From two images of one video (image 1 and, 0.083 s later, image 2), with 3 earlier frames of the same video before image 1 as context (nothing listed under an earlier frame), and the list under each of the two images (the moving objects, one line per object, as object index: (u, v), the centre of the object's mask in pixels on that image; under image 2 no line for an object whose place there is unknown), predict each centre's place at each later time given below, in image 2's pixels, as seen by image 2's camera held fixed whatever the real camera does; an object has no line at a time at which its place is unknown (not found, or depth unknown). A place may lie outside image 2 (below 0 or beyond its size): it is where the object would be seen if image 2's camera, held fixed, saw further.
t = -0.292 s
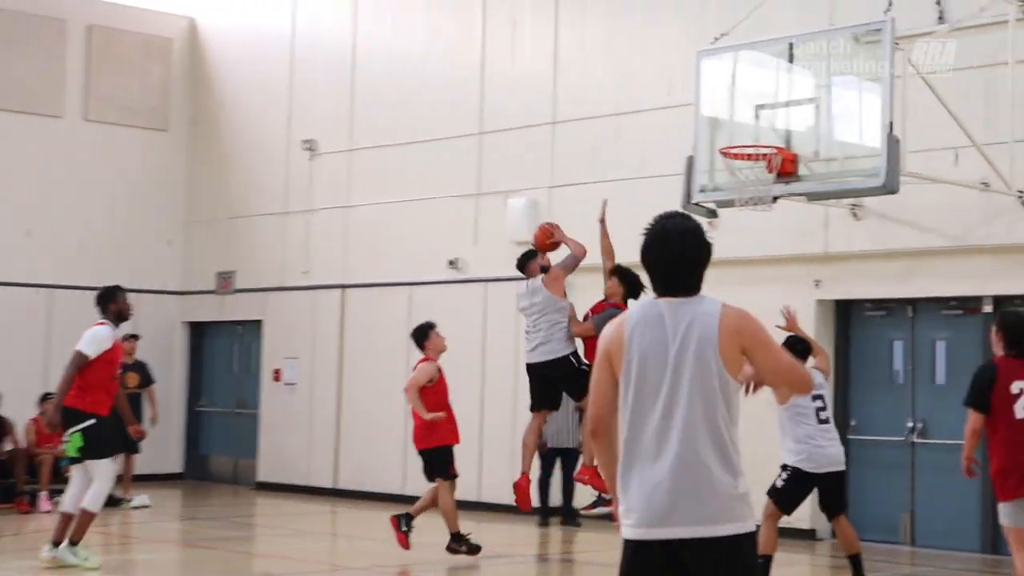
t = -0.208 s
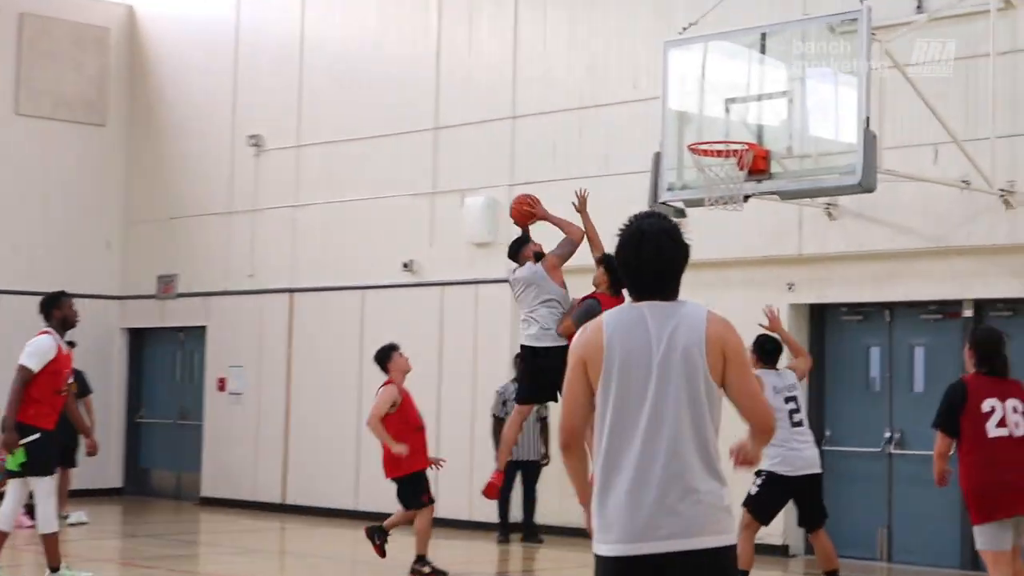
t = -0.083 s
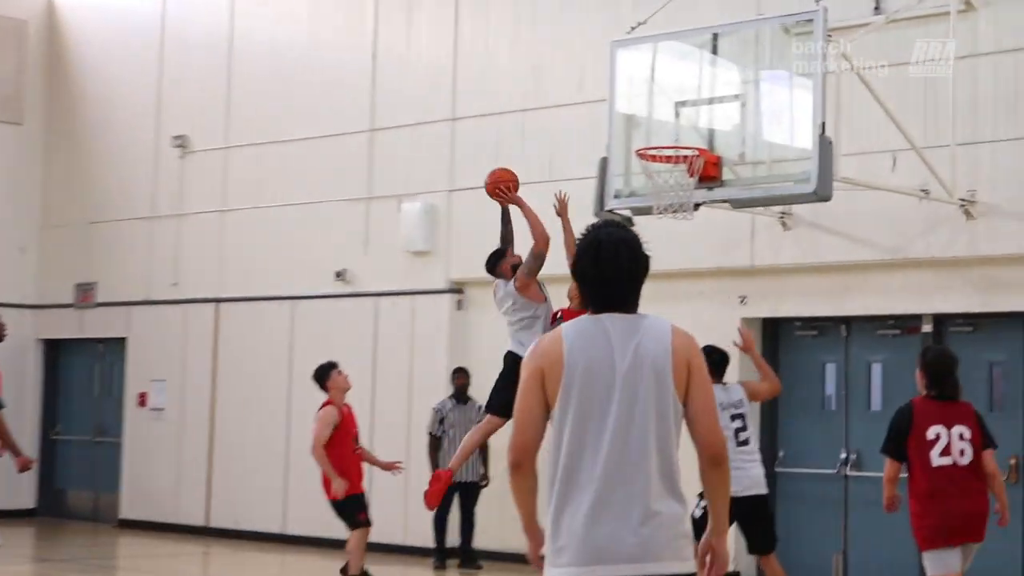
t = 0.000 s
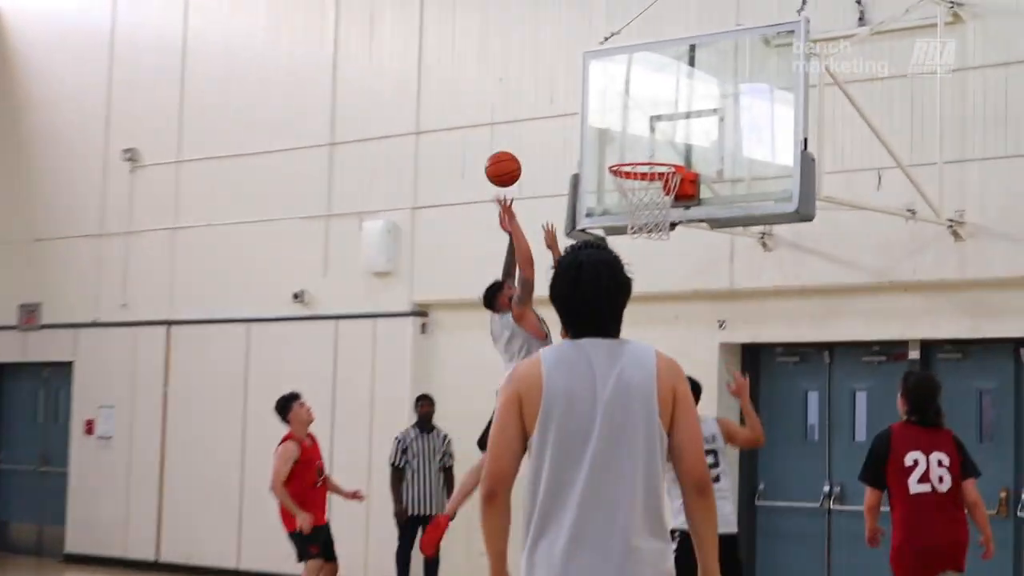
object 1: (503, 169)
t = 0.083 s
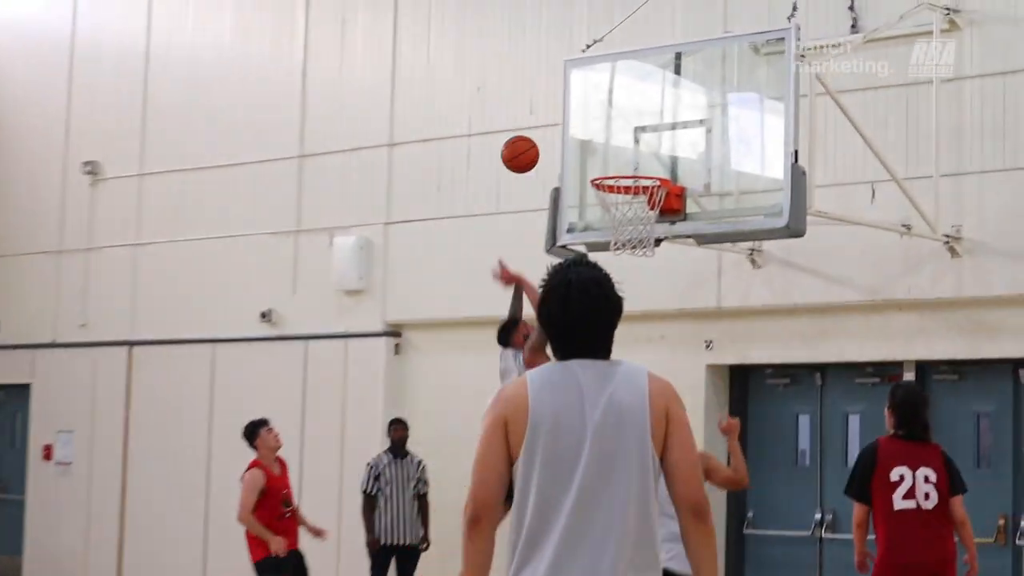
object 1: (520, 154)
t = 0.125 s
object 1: (539, 143)
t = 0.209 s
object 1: (578, 131)
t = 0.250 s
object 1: (609, 126)
